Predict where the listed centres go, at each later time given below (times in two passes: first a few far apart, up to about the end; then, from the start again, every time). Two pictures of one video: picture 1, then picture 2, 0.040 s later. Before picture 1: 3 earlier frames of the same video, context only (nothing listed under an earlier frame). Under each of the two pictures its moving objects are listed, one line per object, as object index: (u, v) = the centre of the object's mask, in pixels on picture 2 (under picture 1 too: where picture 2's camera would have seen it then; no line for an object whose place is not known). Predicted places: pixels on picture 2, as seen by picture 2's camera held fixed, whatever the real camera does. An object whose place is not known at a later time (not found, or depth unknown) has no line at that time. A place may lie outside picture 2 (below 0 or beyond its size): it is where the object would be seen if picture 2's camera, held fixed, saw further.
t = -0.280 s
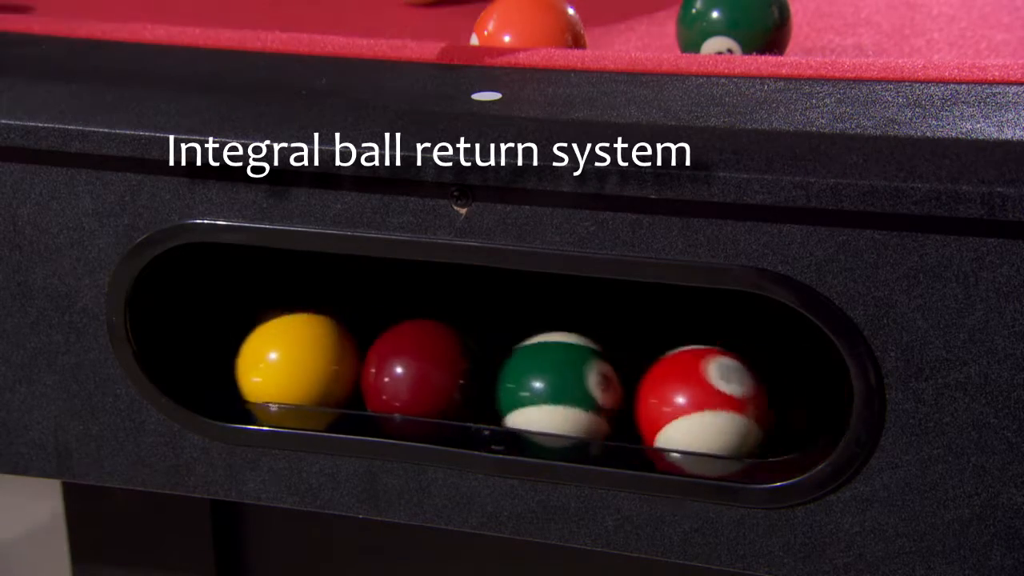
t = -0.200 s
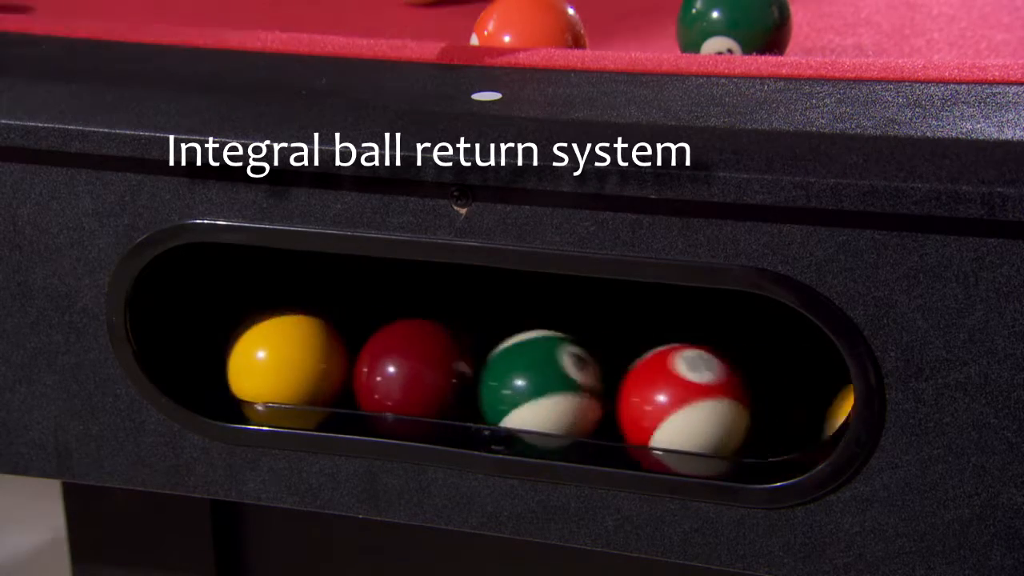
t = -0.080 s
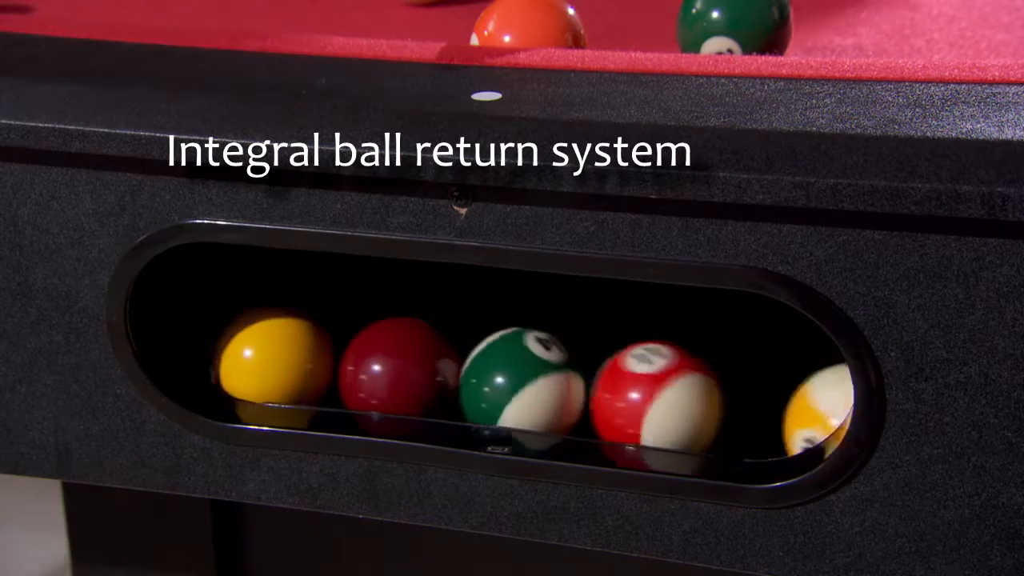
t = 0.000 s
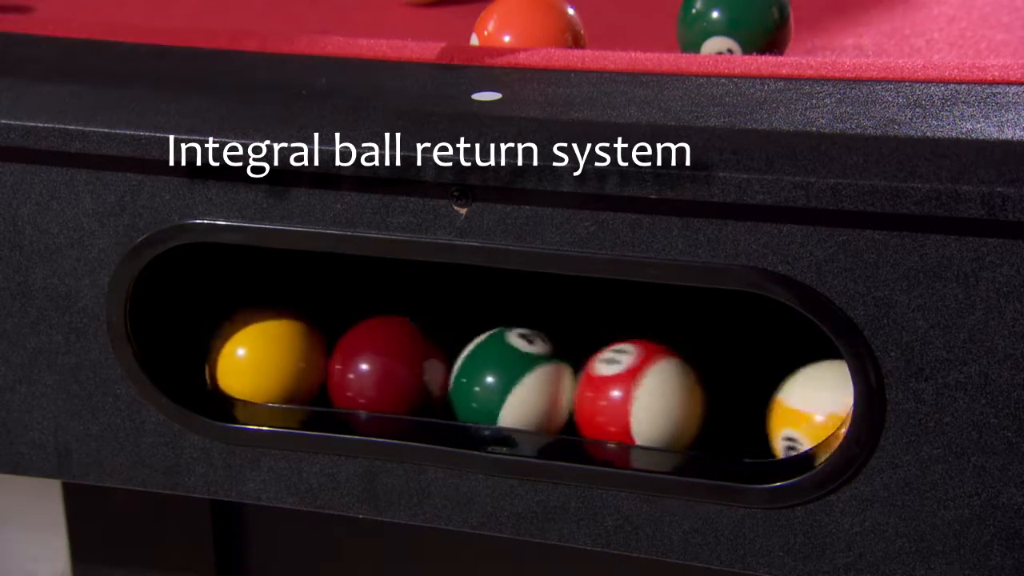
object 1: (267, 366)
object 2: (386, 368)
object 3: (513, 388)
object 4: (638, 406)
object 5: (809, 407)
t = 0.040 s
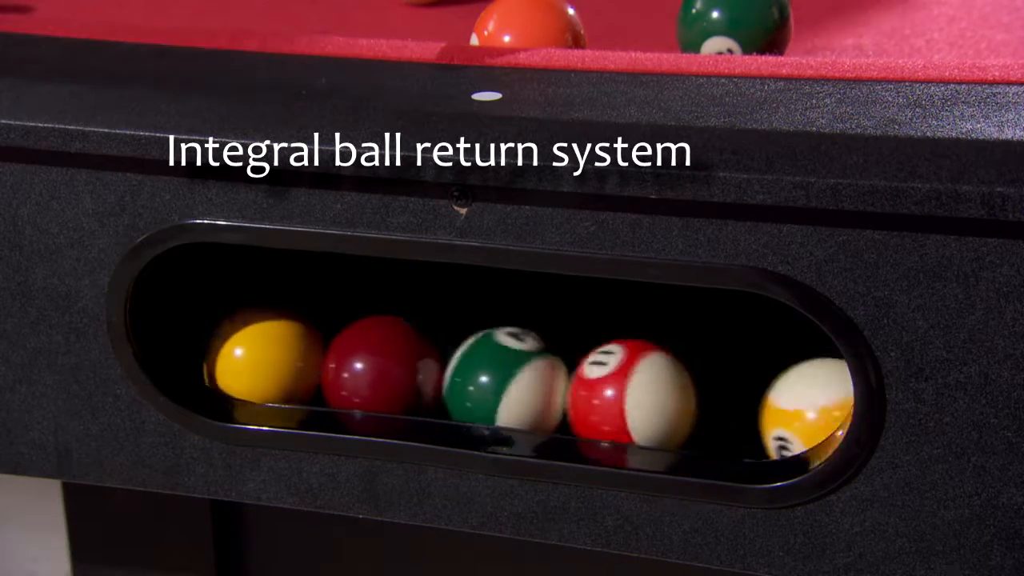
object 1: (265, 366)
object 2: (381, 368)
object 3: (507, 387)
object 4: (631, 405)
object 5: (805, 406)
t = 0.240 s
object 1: (252, 361)
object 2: (362, 367)
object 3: (481, 379)
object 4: (604, 402)
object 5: (779, 407)
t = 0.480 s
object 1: (243, 359)
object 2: (349, 365)
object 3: (467, 377)
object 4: (589, 400)
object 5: (729, 405)
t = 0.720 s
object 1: (230, 351)
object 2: (346, 365)
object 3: (464, 377)
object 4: (586, 400)
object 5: (712, 403)
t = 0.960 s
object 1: (223, 351)
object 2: (347, 365)
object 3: (465, 377)
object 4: (587, 400)
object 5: (713, 404)
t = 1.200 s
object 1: (220, 350)
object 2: (347, 365)
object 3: (464, 378)
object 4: (587, 400)
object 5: (713, 403)
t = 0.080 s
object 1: (262, 365)
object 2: (375, 368)
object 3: (500, 383)
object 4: (626, 404)
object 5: (801, 405)
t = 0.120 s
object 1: (259, 365)
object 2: (372, 368)
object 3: (493, 381)
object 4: (619, 404)
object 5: (796, 405)
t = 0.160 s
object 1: (257, 364)
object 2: (368, 367)
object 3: (489, 380)
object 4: (614, 403)
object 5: (792, 405)
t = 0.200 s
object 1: (254, 363)
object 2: (365, 367)
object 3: (485, 379)
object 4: (608, 402)
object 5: (786, 406)
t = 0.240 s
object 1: (252, 361)
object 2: (362, 367)
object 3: (481, 379)
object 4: (604, 402)
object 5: (779, 407)
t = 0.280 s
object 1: (250, 361)
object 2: (359, 367)
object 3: (477, 378)
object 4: (600, 401)
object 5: (771, 407)
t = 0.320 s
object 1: (248, 361)
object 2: (356, 366)
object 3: (474, 378)
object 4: (597, 401)
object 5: (763, 407)
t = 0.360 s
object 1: (247, 360)
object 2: (354, 366)
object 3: (472, 378)
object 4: (594, 400)
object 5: (754, 407)
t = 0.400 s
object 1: (245, 360)
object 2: (351, 366)
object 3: (469, 377)
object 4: (592, 401)
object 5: (745, 406)
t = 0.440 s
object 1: (244, 359)
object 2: (350, 365)
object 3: (468, 377)
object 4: (590, 400)
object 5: (738, 405)
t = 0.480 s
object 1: (243, 359)
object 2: (349, 365)
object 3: (467, 377)
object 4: (589, 400)
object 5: (729, 405)
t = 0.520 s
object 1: (242, 358)
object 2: (348, 365)
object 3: (466, 377)
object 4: (588, 400)
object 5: (720, 404)
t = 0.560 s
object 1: (241, 358)
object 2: (347, 365)
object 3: (465, 377)
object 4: (587, 400)
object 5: (714, 403)
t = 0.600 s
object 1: (239, 356)
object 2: (347, 365)
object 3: (464, 377)
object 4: (586, 400)
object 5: (712, 403)
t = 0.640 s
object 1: (235, 354)
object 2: (346, 365)
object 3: (464, 377)
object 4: (586, 400)
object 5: (712, 403)
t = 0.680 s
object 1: (233, 355)
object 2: (346, 365)
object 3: (464, 377)
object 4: (586, 400)
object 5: (712, 403)
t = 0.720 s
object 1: (230, 351)
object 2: (346, 365)
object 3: (464, 377)
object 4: (586, 400)
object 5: (712, 403)
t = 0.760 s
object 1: (228, 351)
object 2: (346, 365)
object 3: (464, 377)
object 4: (586, 400)
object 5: (712, 403)
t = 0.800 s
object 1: (226, 351)
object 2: (347, 365)
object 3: (465, 377)
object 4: (587, 400)
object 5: (713, 403)
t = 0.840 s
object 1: (225, 351)
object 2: (347, 365)
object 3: (465, 377)
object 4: (587, 400)
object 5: (713, 403)
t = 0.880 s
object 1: (223, 351)
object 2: (347, 365)
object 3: (465, 377)
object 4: (587, 400)
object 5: (713, 403)
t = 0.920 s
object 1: (223, 351)
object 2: (347, 365)
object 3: (465, 377)
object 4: (587, 400)
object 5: (713, 404)
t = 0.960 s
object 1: (223, 351)
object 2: (347, 365)
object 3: (465, 377)
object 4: (587, 400)
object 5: (713, 404)
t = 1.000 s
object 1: (222, 350)
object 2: (346, 365)
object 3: (464, 377)
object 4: (586, 400)
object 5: (712, 404)
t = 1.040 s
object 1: (221, 350)
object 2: (346, 365)
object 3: (464, 377)
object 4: (586, 400)
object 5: (712, 403)
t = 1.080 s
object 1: (221, 350)
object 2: (347, 365)
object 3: (464, 378)
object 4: (586, 400)
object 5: (712, 404)
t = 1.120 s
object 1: (221, 350)
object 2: (347, 365)
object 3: (464, 378)
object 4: (586, 400)
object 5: (712, 403)
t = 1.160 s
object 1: (220, 350)
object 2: (347, 365)
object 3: (464, 378)
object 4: (587, 400)
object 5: (713, 404)
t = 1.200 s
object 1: (220, 350)
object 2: (347, 365)
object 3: (464, 378)
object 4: (587, 400)
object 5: (713, 403)
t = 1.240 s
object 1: (220, 350)
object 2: (347, 365)
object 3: (464, 378)
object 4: (587, 400)
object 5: (713, 403)
